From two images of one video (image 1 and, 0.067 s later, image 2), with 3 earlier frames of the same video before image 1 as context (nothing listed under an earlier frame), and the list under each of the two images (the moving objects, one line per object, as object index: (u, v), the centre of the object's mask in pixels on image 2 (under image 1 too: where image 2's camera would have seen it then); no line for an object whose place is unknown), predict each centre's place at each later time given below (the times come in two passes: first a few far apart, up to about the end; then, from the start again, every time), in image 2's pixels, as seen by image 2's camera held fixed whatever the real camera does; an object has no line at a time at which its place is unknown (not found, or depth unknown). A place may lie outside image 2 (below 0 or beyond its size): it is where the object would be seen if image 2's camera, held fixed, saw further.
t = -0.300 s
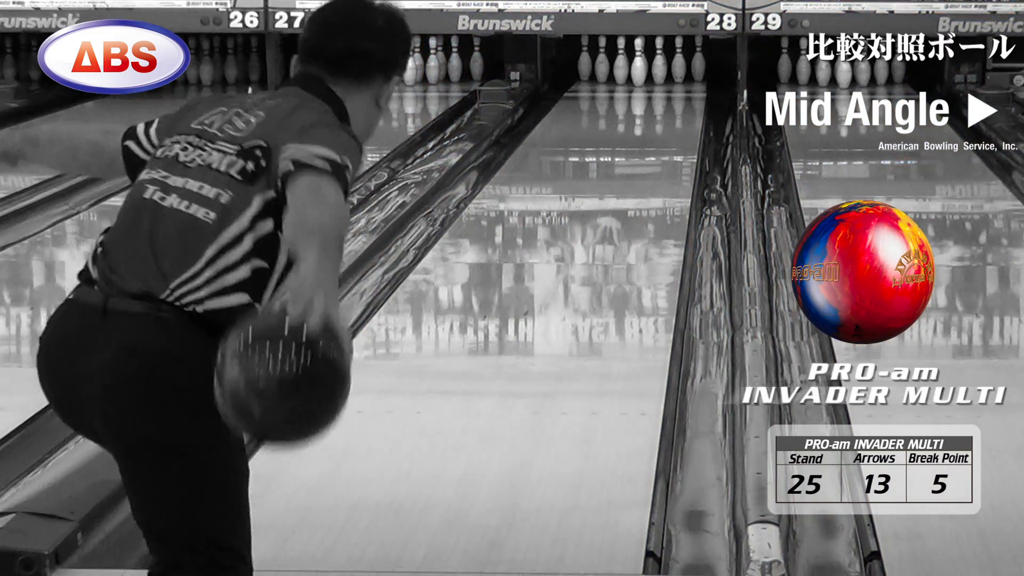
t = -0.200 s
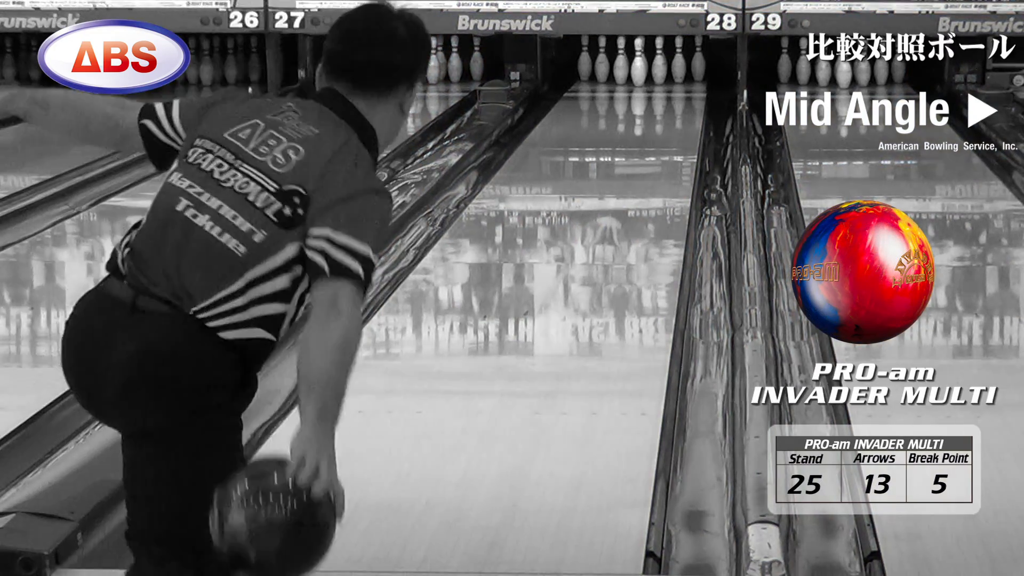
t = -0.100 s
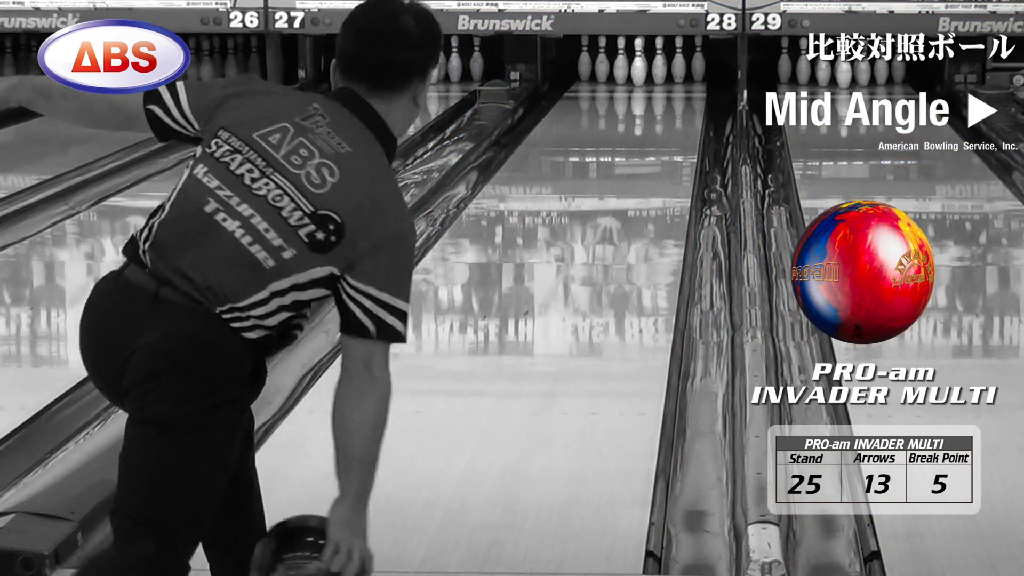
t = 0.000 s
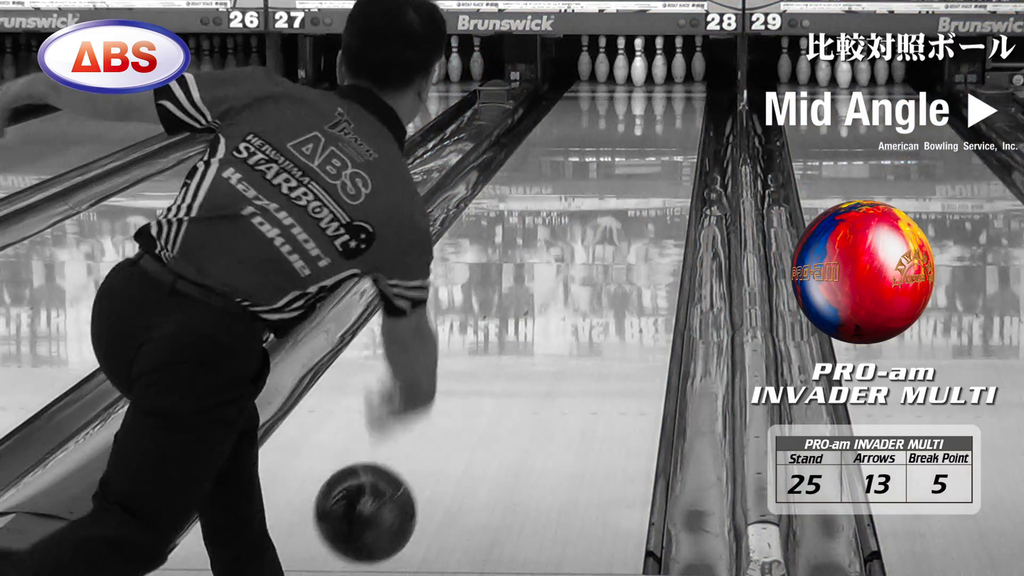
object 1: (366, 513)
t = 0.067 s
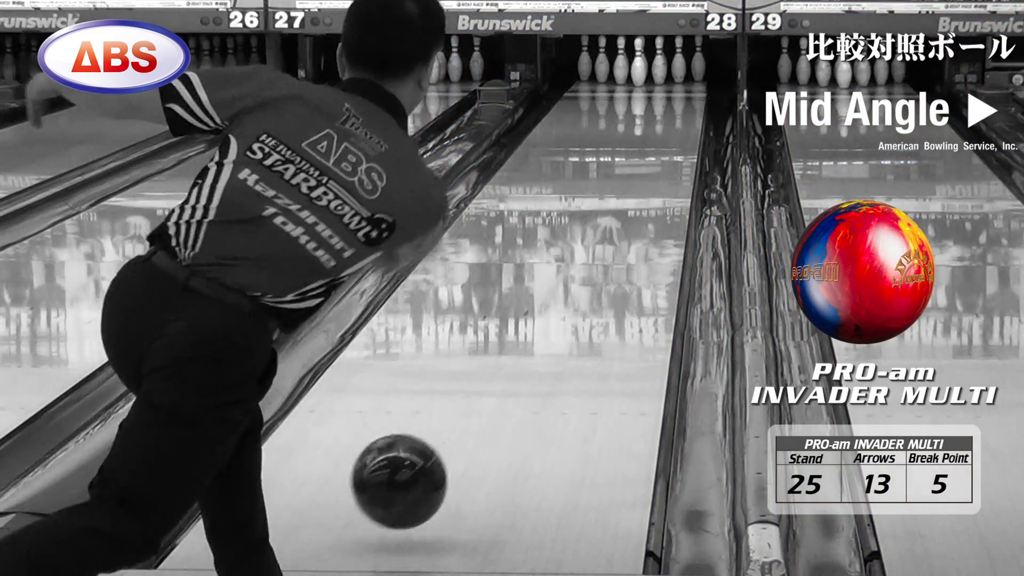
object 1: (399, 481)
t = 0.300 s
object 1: (489, 393)
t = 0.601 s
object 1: (562, 300)
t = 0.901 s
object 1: (610, 237)
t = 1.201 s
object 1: (643, 192)
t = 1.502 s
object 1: (665, 158)
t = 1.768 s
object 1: (677, 134)
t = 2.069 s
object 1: (682, 112)
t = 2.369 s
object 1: (673, 95)
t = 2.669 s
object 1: (658, 81)
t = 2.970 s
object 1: (647, 71)
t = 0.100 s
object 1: (414, 474)
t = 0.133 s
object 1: (429, 466)
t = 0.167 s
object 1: (443, 449)
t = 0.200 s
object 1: (455, 434)
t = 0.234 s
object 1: (467, 419)
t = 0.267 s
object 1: (478, 405)
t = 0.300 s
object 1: (489, 393)
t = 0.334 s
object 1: (499, 380)
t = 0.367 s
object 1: (508, 368)
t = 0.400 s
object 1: (517, 357)
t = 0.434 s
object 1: (526, 346)
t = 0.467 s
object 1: (534, 336)
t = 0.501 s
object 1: (542, 327)
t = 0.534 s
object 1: (549, 317)
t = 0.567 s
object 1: (556, 308)
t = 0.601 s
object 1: (562, 300)
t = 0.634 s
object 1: (569, 292)
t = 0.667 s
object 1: (574, 284)
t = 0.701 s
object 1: (580, 277)
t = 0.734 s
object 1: (586, 270)
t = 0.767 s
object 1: (591, 263)
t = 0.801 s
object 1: (596, 256)
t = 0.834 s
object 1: (601, 250)
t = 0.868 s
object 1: (606, 244)
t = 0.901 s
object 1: (610, 237)
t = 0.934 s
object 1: (615, 232)
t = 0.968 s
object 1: (619, 226)
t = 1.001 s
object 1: (622, 221)
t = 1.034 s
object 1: (626, 216)
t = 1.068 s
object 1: (630, 211)
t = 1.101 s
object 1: (633, 206)
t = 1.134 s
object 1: (637, 201)
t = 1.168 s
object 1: (640, 197)
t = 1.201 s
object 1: (643, 192)
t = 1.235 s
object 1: (646, 187)
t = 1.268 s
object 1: (649, 183)
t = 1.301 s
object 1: (651, 179)
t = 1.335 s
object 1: (654, 175)
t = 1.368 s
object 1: (656, 172)
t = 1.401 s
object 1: (658, 168)
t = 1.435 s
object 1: (661, 164)
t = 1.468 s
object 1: (663, 161)
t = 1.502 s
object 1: (665, 158)
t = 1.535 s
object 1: (667, 154)
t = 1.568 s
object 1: (669, 151)
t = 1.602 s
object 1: (670, 148)
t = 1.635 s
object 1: (672, 145)
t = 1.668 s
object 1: (673, 142)
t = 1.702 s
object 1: (675, 139)
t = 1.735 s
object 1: (676, 137)
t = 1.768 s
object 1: (677, 134)
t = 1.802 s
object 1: (678, 131)
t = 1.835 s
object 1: (679, 128)
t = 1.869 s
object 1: (680, 126)
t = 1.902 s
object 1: (681, 123)
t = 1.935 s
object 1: (681, 120)
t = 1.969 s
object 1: (681, 118)
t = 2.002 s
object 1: (681, 116)
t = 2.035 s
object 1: (681, 114)
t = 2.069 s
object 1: (682, 112)
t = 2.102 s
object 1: (681, 109)
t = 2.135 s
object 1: (681, 108)
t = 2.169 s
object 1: (680, 106)
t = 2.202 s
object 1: (679, 104)
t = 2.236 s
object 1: (678, 102)
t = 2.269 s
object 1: (678, 100)
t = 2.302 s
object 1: (677, 98)
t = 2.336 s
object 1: (675, 97)
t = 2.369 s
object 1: (673, 95)
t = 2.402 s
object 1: (672, 93)
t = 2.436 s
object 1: (670, 92)
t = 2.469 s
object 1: (669, 90)
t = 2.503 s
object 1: (667, 89)
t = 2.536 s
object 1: (665, 87)
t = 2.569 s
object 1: (663, 86)
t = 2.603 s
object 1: (661, 84)
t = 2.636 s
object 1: (659, 83)
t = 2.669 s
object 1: (658, 81)
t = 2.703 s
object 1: (656, 80)
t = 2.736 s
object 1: (653, 79)
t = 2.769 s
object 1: (652, 77)
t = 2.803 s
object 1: (651, 76)
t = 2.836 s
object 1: (649, 75)
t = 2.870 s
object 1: (648, 75)
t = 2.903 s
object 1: (649, 73)
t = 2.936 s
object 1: (650, 72)
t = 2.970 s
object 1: (647, 71)
